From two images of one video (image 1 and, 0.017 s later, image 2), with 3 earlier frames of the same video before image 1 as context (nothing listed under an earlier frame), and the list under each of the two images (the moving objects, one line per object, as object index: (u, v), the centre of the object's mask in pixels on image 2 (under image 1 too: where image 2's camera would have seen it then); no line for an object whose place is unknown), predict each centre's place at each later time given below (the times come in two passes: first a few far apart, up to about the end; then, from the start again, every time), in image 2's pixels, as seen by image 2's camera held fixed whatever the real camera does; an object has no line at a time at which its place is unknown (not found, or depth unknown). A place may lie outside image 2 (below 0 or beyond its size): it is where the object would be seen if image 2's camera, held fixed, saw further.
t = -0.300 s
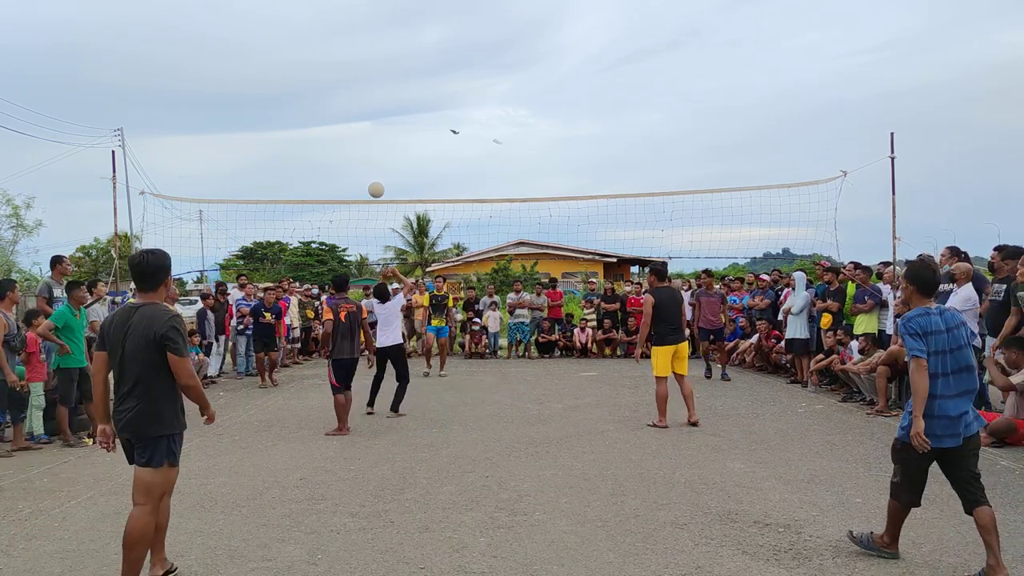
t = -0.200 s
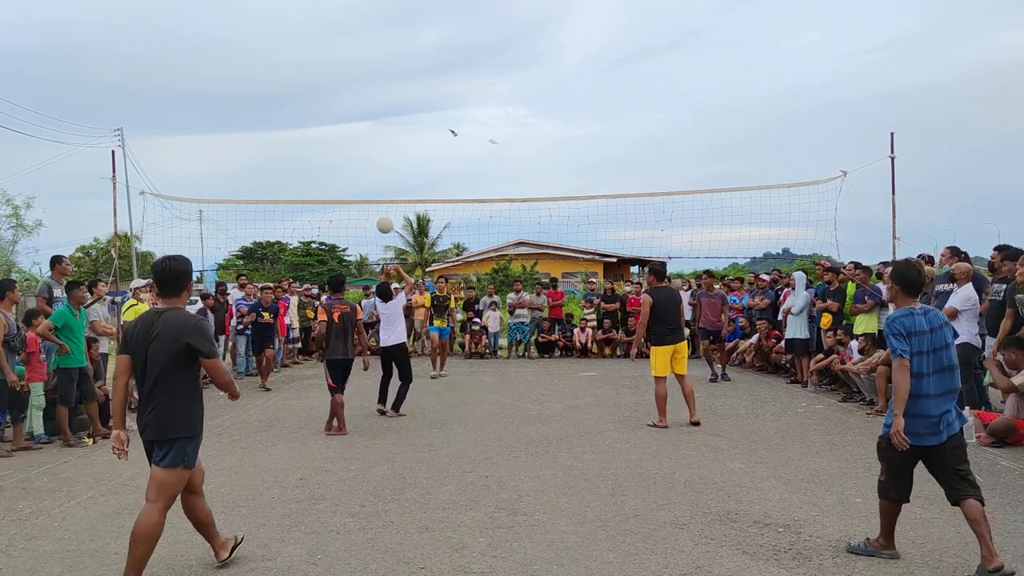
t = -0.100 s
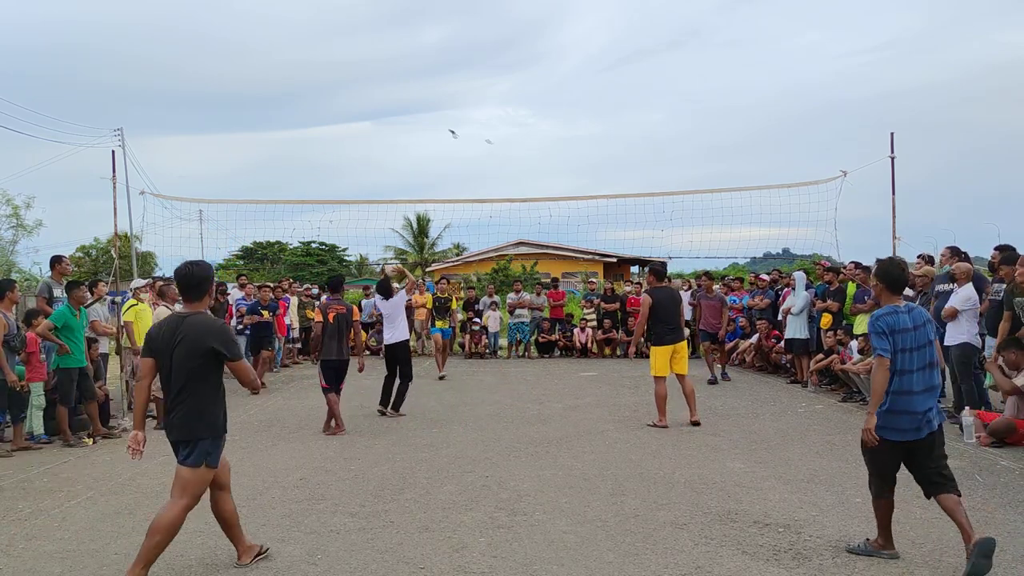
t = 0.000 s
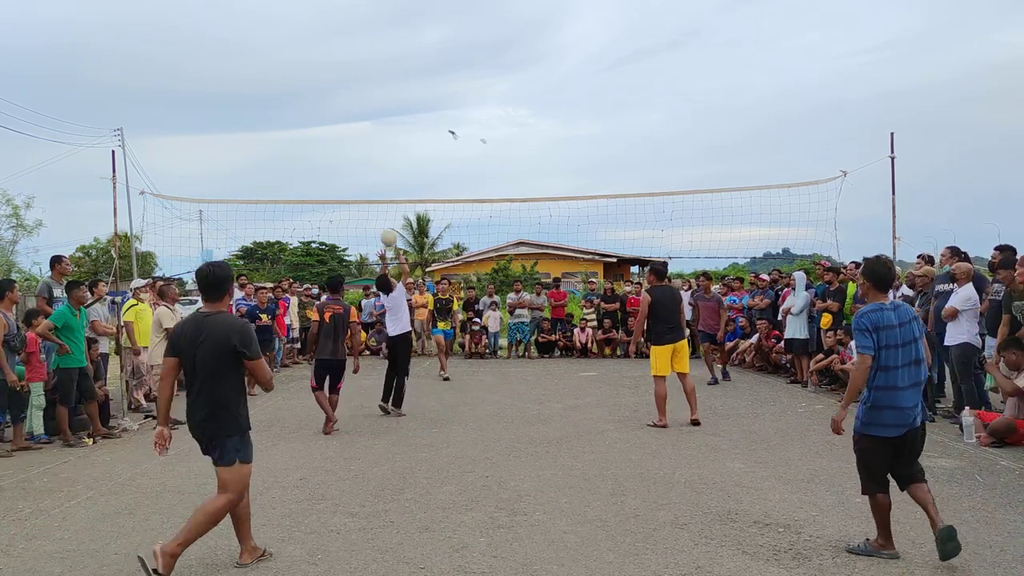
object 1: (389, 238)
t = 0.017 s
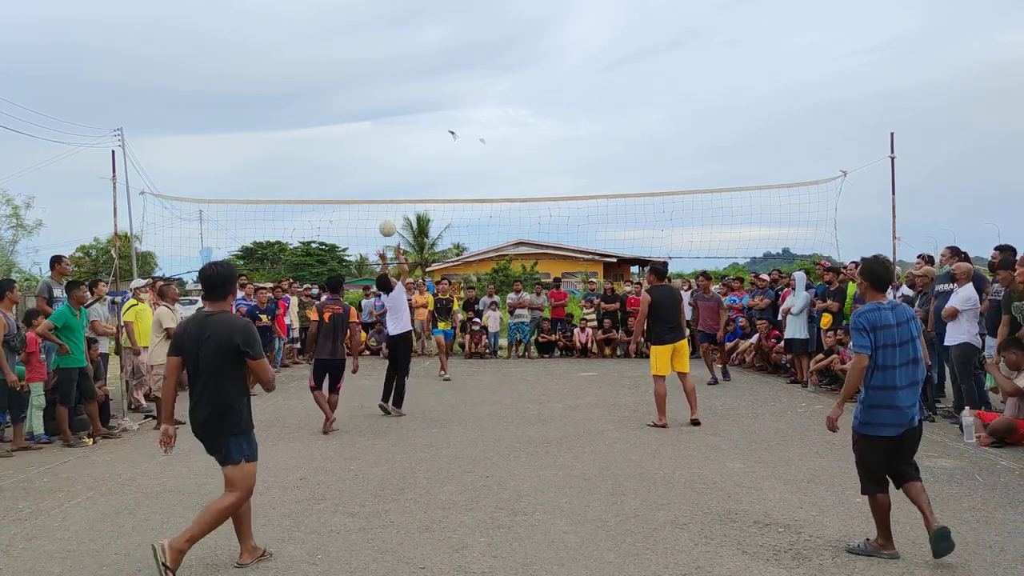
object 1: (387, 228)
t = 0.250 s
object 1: (367, 124)
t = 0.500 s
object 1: (347, 63)
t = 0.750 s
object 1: (328, 51)
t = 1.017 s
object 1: (311, 93)
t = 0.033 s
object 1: (385, 220)
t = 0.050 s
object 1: (384, 211)
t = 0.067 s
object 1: (383, 203)
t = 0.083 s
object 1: (381, 193)
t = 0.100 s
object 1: (380, 186)
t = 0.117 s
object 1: (378, 178)
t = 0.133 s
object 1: (377, 170)
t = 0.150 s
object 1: (375, 163)
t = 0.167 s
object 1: (374, 156)
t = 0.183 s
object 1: (373, 149)
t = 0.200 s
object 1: (371, 143)
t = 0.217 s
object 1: (370, 136)
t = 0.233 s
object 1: (368, 130)
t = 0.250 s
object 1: (367, 124)
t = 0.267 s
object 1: (366, 119)
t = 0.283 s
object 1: (364, 113)
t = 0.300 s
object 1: (363, 108)
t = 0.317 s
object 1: (362, 103)
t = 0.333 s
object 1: (360, 98)
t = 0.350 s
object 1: (359, 94)
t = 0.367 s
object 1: (357, 90)
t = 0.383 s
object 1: (356, 86)
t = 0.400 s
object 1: (355, 82)
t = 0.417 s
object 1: (353, 78)
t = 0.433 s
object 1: (352, 75)
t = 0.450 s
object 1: (351, 71)
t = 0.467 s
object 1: (349, 68)
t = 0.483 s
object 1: (348, 66)
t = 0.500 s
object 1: (347, 63)
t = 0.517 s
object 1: (346, 61)
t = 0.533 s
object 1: (344, 59)
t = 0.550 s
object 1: (343, 57)
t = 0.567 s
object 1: (342, 55)
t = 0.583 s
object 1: (340, 54)
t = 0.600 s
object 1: (339, 52)
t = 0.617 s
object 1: (338, 51)
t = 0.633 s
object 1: (337, 51)
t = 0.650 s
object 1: (336, 50)
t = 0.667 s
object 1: (334, 50)
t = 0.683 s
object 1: (333, 50)
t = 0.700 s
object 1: (332, 50)
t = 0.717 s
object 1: (331, 50)
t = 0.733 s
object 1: (330, 50)
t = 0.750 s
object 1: (328, 51)
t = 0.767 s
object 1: (327, 52)
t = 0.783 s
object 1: (326, 53)
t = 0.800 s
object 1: (325, 55)
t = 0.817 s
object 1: (324, 56)
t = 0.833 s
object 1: (323, 58)
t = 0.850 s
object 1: (322, 60)
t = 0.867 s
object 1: (320, 62)
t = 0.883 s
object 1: (319, 65)
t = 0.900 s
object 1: (318, 68)
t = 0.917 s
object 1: (317, 71)
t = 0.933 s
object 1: (316, 74)
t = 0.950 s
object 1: (315, 77)
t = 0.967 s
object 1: (314, 81)
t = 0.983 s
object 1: (313, 85)
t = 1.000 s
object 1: (312, 89)
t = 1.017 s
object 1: (311, 93)
